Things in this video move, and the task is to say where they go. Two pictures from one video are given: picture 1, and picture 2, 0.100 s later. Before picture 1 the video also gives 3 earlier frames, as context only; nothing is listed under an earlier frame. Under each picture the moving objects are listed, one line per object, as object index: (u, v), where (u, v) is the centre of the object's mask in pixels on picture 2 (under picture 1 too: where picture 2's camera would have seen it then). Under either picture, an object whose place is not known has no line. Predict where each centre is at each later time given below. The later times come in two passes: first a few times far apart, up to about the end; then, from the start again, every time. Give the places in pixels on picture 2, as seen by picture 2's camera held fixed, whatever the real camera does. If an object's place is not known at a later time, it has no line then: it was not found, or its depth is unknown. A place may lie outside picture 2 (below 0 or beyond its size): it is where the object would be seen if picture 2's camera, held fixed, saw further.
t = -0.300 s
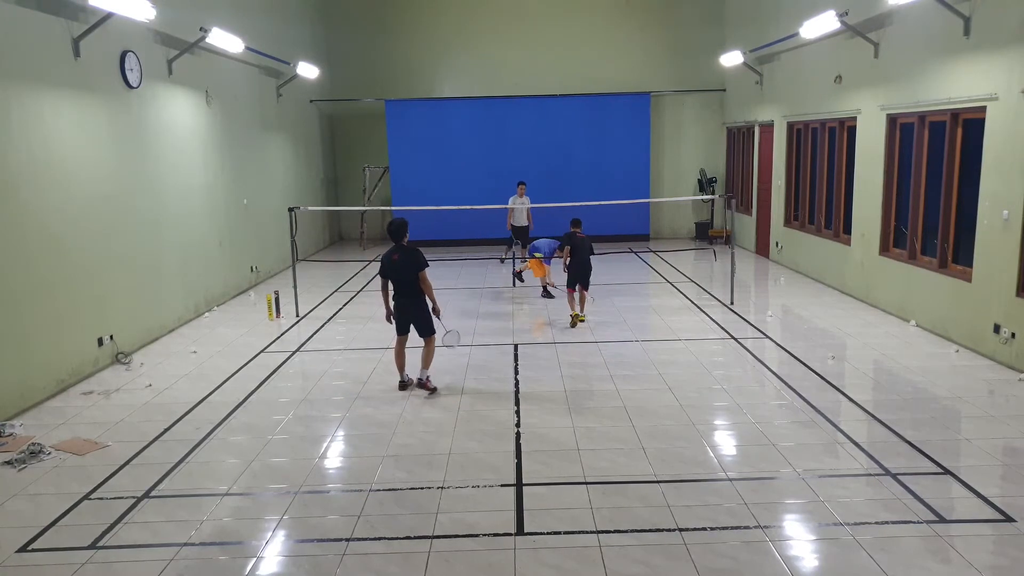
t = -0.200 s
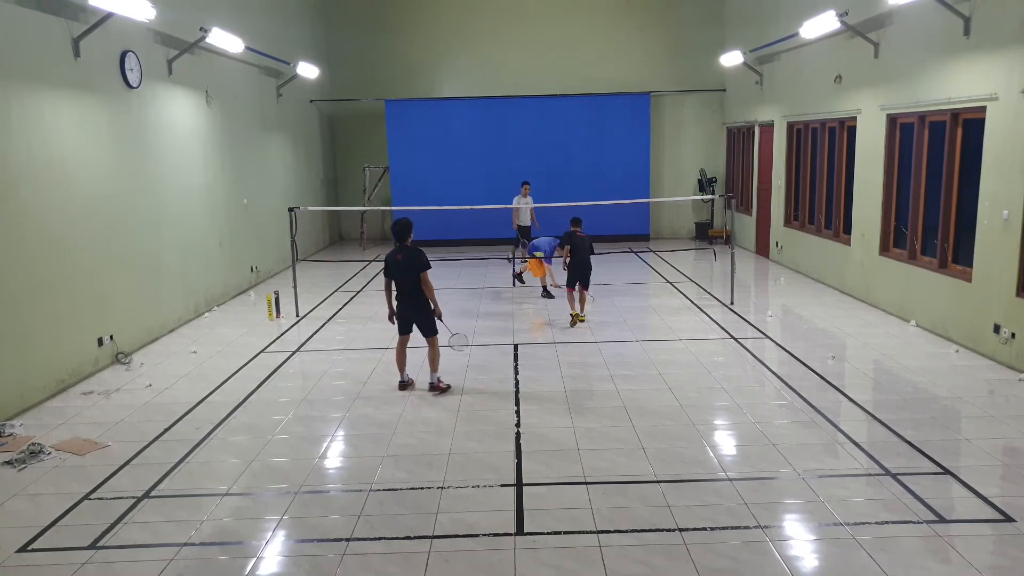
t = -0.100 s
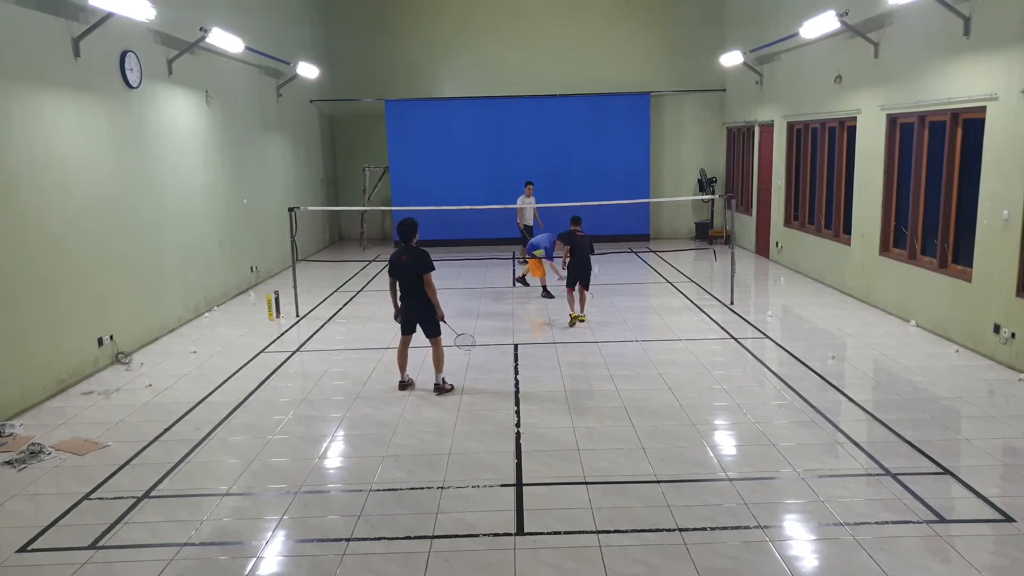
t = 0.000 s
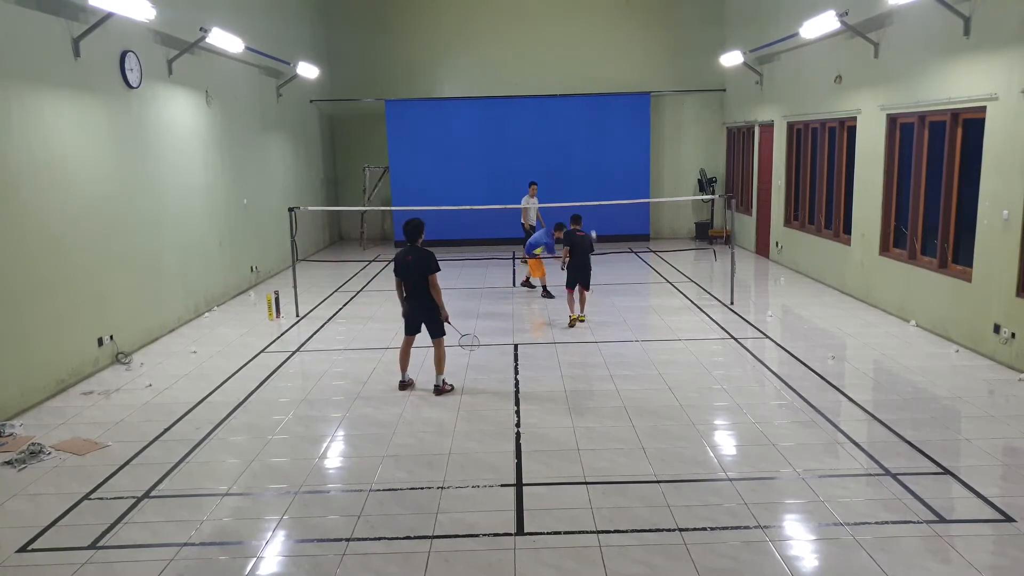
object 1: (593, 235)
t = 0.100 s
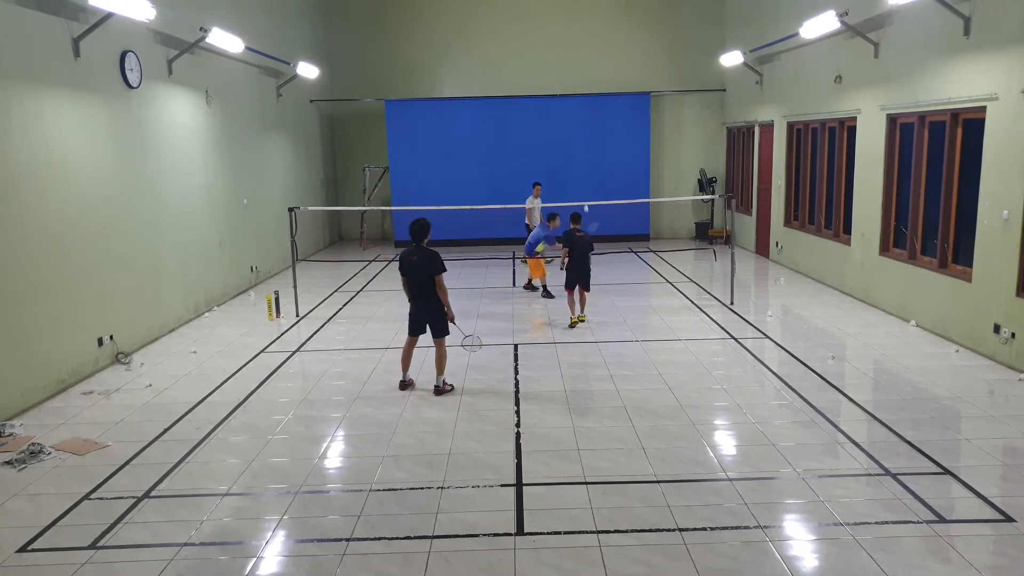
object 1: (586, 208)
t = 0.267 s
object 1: (581, 180)
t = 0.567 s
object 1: (571, 175)
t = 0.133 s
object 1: (585, 200)
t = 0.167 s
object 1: (584, 195)
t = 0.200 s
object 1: (583, 189)
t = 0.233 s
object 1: (581, 184)
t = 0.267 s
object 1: (581, 180)
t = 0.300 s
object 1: (579, 177)
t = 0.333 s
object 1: (578, 174)
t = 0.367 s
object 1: (577, 173)
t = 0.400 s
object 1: (575, 171)
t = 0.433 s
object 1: (575, 171)
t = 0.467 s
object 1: (574, 171)
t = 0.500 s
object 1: (573, 172)
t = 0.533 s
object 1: (572, 173)
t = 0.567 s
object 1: (571, 175)
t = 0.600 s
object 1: (569, 177)
